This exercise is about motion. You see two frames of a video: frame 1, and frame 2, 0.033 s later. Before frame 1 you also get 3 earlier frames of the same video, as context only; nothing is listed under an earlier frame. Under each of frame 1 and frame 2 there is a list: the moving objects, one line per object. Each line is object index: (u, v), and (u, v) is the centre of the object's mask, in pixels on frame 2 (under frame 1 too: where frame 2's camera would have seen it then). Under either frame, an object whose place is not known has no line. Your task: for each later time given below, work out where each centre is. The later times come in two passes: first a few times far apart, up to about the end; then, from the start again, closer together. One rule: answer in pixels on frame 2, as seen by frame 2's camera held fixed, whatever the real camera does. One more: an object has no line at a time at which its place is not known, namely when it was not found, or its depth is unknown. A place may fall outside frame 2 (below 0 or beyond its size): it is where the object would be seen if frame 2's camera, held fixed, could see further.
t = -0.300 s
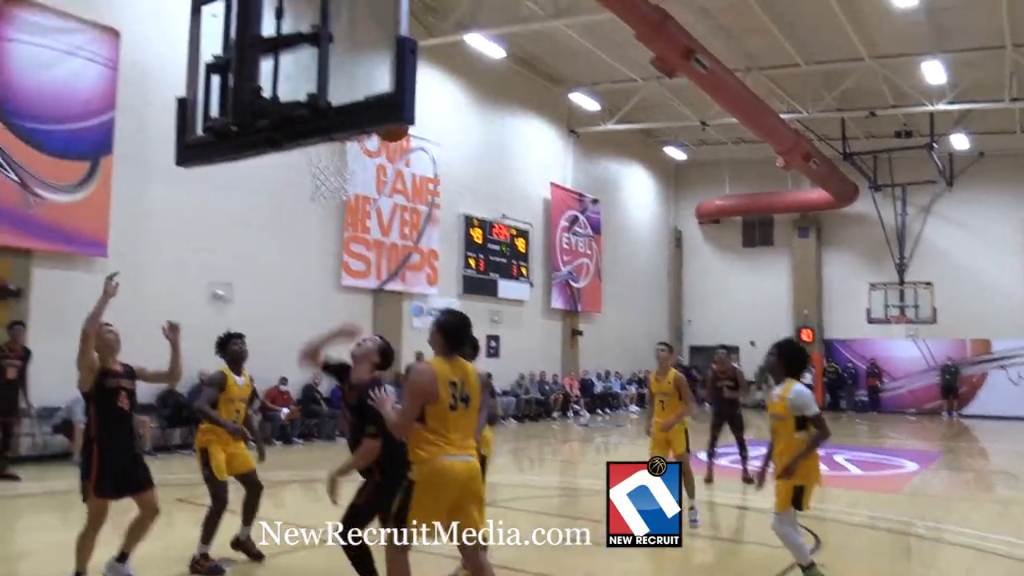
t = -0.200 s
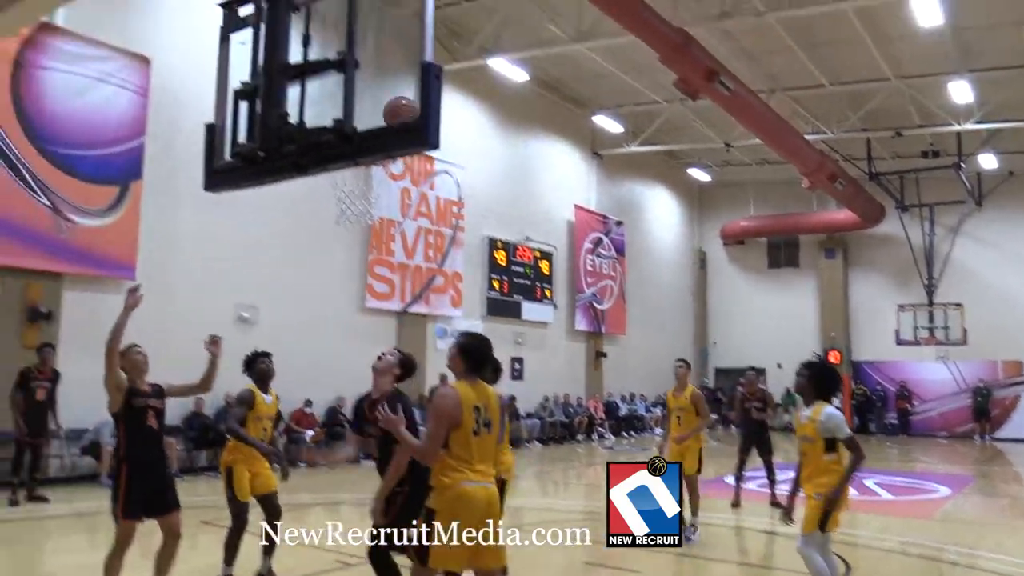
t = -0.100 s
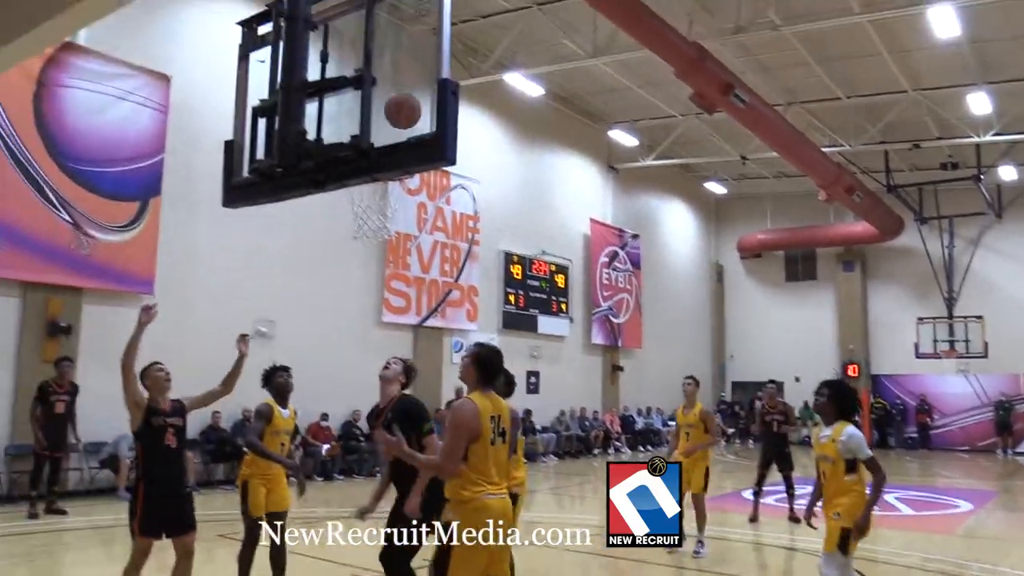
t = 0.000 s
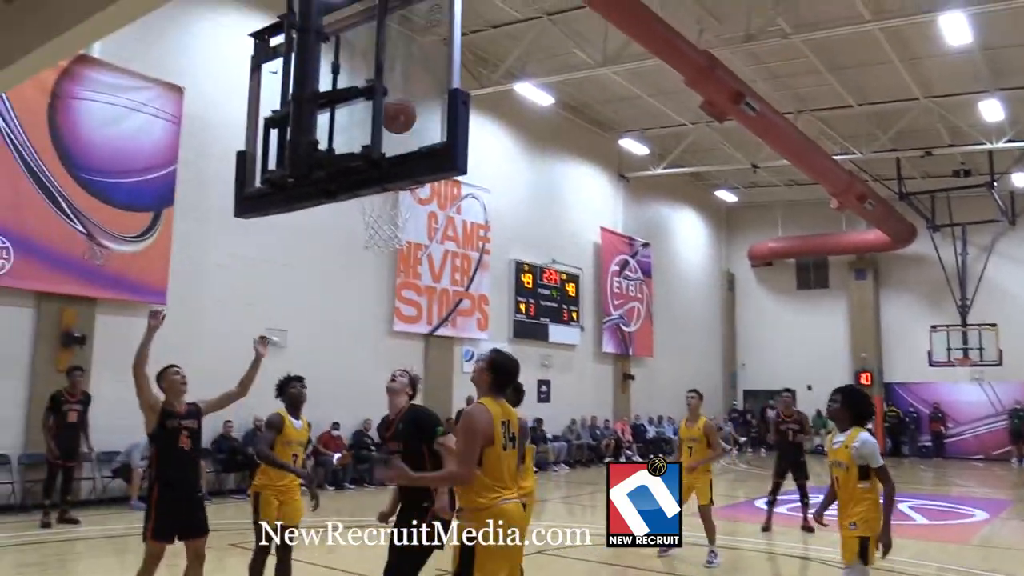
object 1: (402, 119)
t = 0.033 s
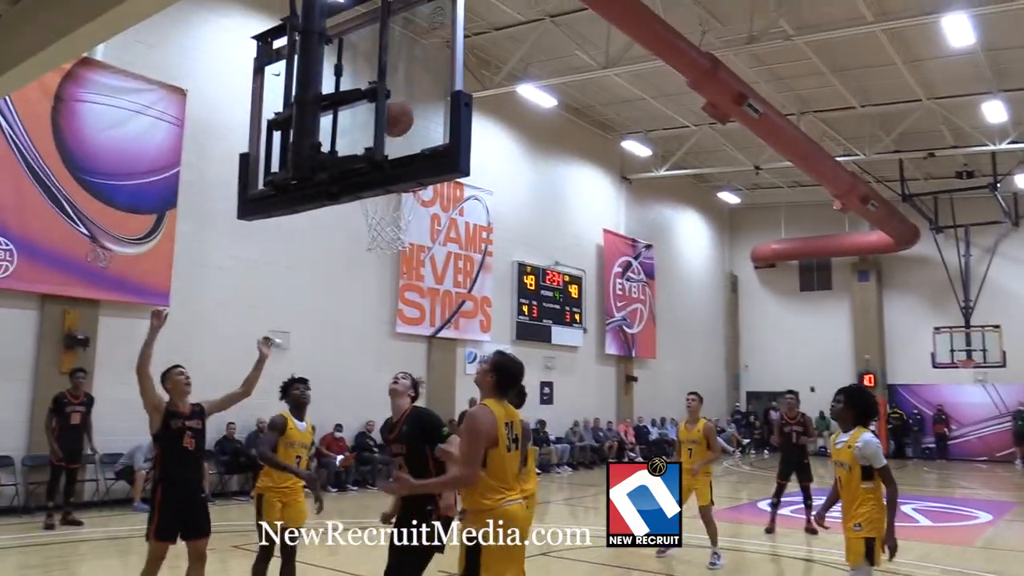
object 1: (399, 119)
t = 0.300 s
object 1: (358, 137)
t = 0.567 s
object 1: (365, 148)
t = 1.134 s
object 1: (401, 217)
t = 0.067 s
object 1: (395, 122)
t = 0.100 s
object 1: (384, 126)
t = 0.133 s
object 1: (374, 131)
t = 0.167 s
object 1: (361, 138)
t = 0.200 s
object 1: (357, 144)
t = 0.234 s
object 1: (356, 143)
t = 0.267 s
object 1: (357, 140)
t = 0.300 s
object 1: (358, 137)
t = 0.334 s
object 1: (358, 135)
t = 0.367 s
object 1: (359, 134)
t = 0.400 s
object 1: (360, 134)
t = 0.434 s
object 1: (360, 135)
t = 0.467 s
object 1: (360, 138)
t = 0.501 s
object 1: (365, 143)
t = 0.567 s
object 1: (365, 148)
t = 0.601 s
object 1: (367, 145)
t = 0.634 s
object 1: (368, 143)
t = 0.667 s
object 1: (369, 142)
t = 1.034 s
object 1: (394, 193)
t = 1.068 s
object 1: (396, 199)
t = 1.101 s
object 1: (399, 208)
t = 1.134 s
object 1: (401, 217)
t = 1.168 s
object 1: (402, 219)
